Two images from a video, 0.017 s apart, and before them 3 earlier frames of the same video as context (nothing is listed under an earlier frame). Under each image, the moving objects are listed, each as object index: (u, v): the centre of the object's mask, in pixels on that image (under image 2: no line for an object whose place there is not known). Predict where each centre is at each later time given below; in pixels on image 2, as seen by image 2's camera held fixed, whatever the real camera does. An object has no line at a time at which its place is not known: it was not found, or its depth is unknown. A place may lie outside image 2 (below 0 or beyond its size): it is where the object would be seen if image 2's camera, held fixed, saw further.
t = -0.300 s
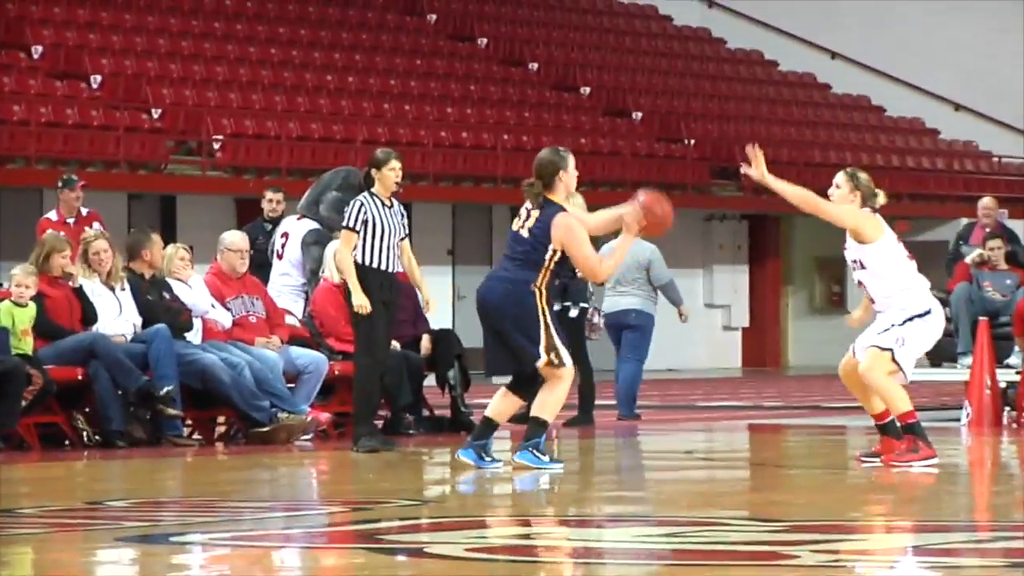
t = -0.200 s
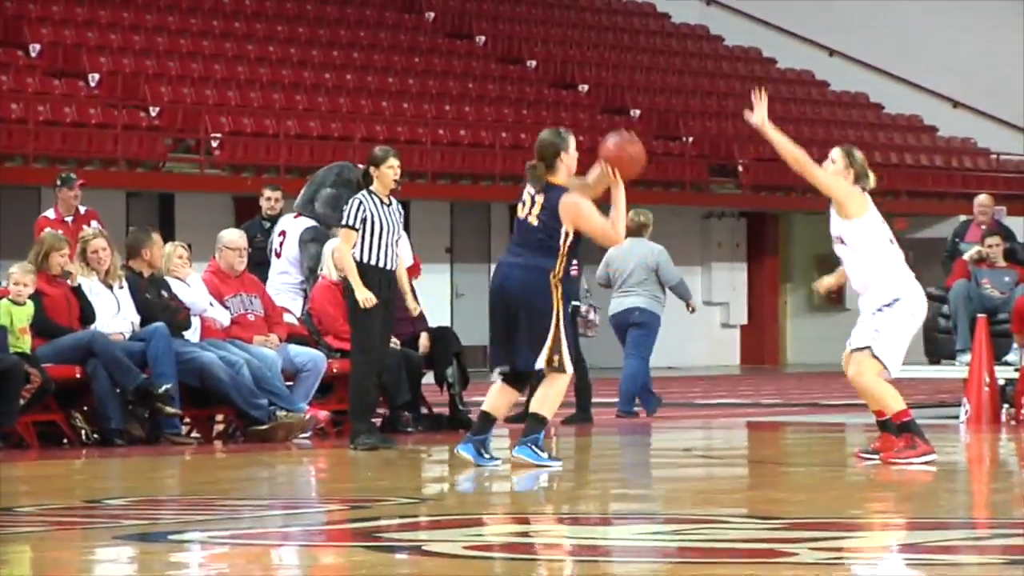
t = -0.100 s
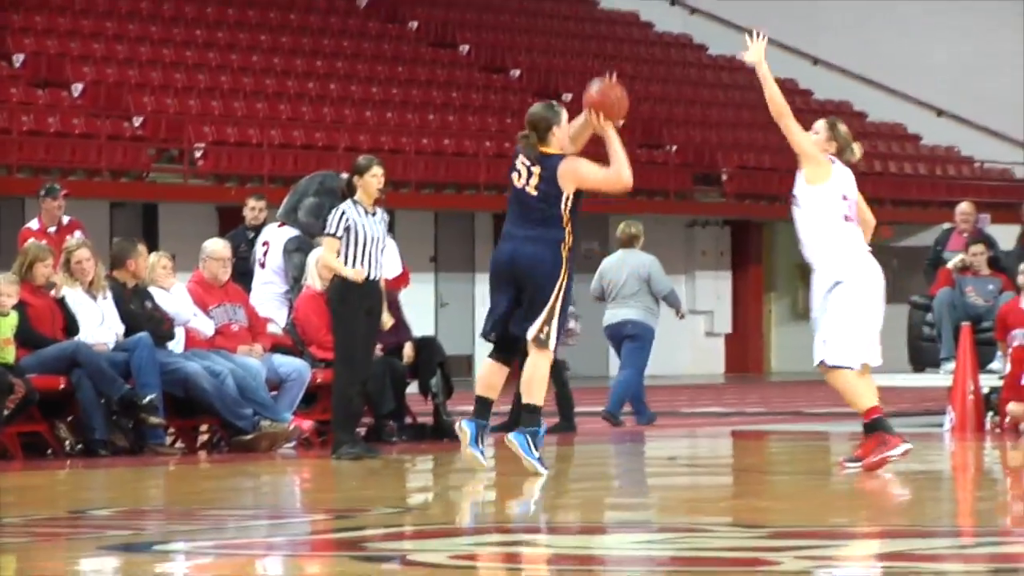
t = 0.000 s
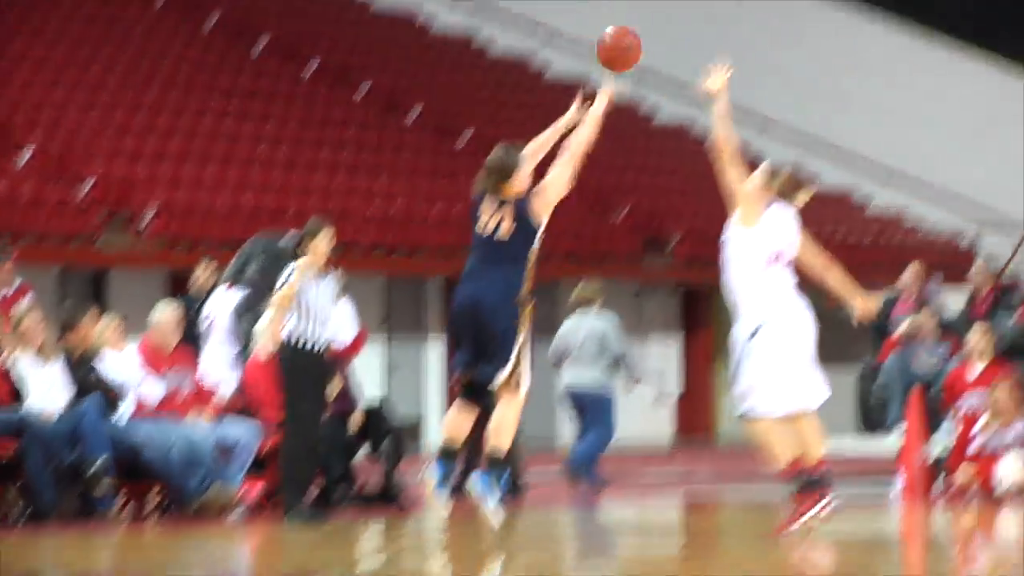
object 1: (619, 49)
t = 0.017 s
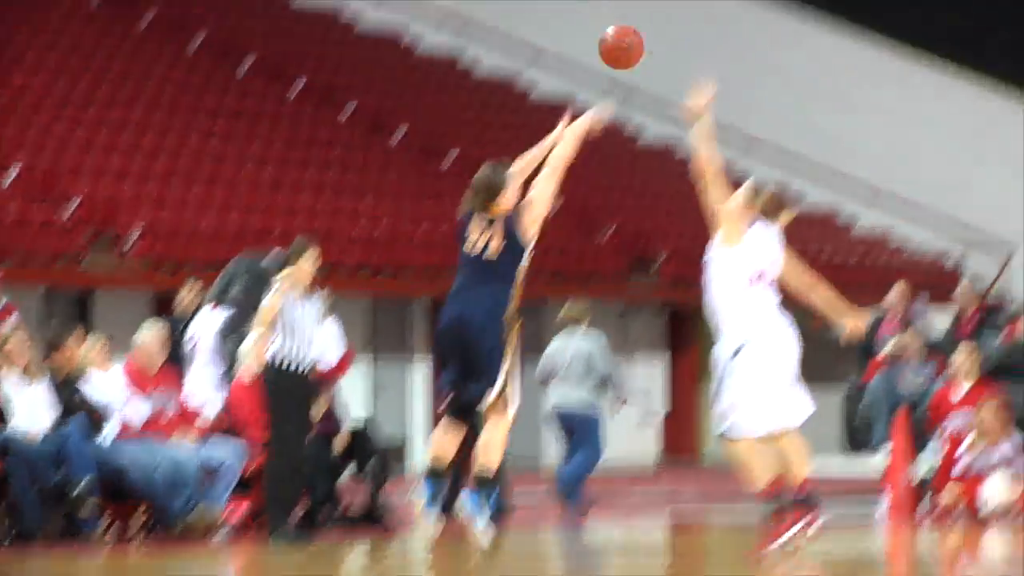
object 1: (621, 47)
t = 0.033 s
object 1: (639, 26)
